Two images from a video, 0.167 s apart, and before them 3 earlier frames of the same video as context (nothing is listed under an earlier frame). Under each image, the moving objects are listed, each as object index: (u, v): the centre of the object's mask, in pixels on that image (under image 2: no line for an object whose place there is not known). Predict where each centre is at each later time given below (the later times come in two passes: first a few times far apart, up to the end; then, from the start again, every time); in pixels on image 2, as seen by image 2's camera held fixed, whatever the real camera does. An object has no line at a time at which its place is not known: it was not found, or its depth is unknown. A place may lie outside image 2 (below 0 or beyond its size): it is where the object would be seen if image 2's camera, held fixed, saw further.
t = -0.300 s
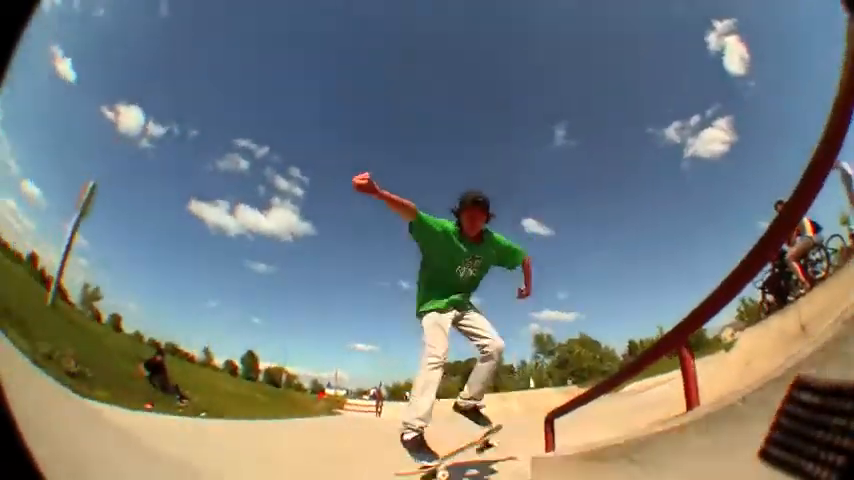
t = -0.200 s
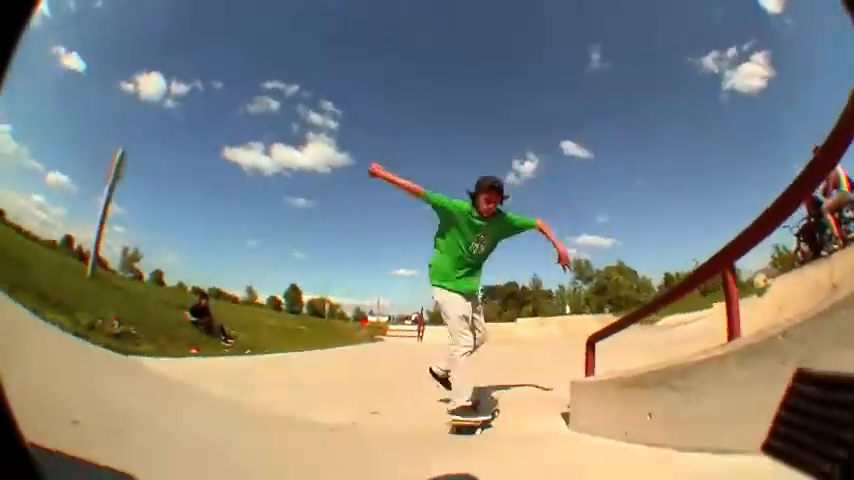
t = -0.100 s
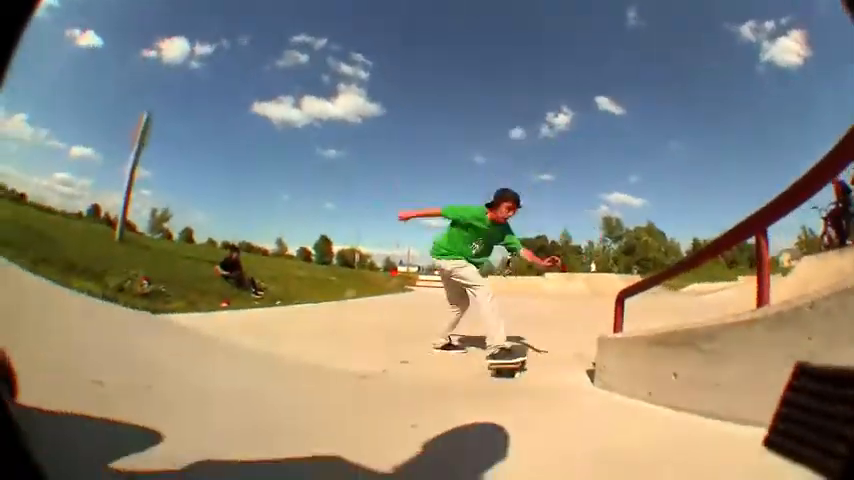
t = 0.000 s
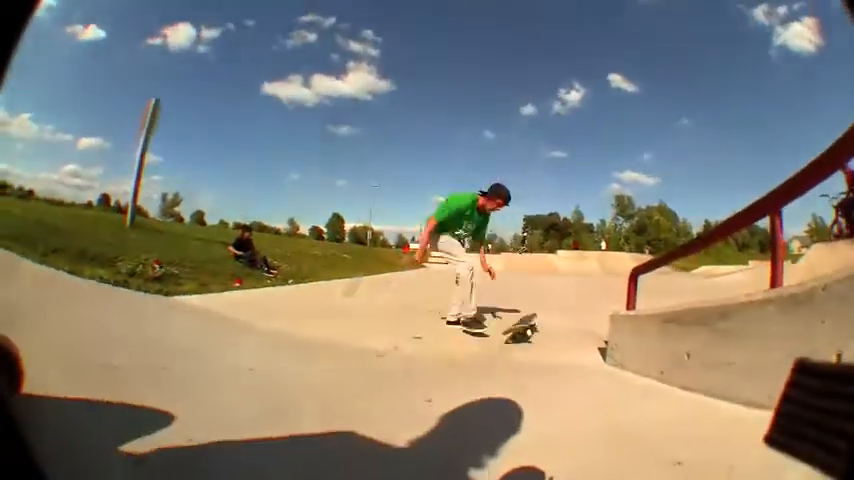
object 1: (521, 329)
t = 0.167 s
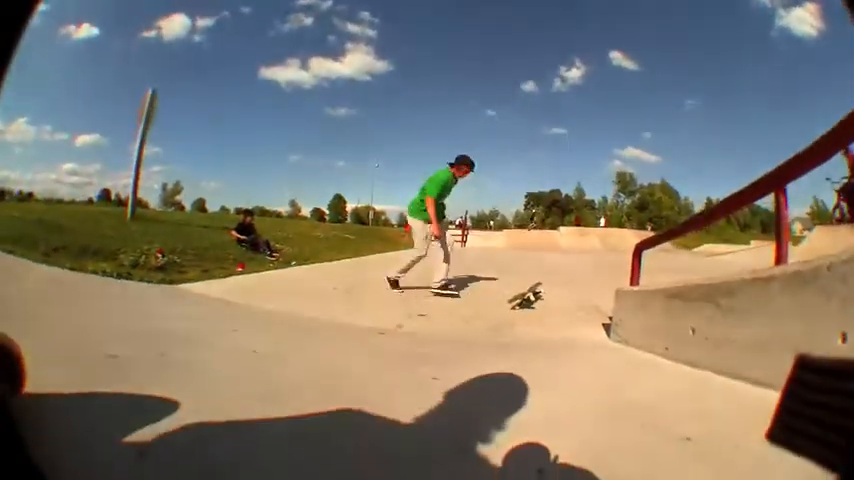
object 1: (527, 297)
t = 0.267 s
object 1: (532, 290)
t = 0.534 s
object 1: (544, 284)
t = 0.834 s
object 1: (551, 278)
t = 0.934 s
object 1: (553, 276)
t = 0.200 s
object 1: (529, 294)
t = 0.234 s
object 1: (530, 292)
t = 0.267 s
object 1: (532, 290)
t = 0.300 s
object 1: (534, 289)
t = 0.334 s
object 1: (536, 288)
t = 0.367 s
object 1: (539, 288)
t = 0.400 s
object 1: (540, 287)
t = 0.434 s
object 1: (542, 286)
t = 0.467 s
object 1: (543, 285)
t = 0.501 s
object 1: (544, 285)
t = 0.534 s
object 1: (544, 284)
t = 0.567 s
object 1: (545, 283)
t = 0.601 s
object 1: (546, 283)
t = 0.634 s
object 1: (547, 282)
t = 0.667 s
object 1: (547, 281)
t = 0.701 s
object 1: (548, 281)
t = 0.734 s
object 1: (548, 280)
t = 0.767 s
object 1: (549, 279)
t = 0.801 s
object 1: (550, 278)
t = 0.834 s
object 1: (551, 278)
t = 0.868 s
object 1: (551, 277)
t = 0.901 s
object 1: (552, 276)
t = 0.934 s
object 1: (553, 276)
